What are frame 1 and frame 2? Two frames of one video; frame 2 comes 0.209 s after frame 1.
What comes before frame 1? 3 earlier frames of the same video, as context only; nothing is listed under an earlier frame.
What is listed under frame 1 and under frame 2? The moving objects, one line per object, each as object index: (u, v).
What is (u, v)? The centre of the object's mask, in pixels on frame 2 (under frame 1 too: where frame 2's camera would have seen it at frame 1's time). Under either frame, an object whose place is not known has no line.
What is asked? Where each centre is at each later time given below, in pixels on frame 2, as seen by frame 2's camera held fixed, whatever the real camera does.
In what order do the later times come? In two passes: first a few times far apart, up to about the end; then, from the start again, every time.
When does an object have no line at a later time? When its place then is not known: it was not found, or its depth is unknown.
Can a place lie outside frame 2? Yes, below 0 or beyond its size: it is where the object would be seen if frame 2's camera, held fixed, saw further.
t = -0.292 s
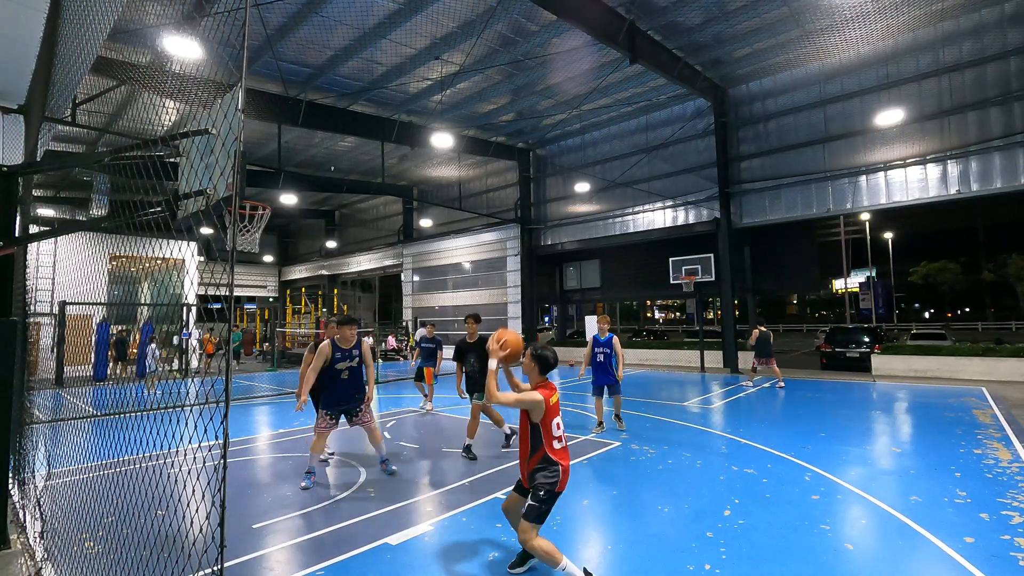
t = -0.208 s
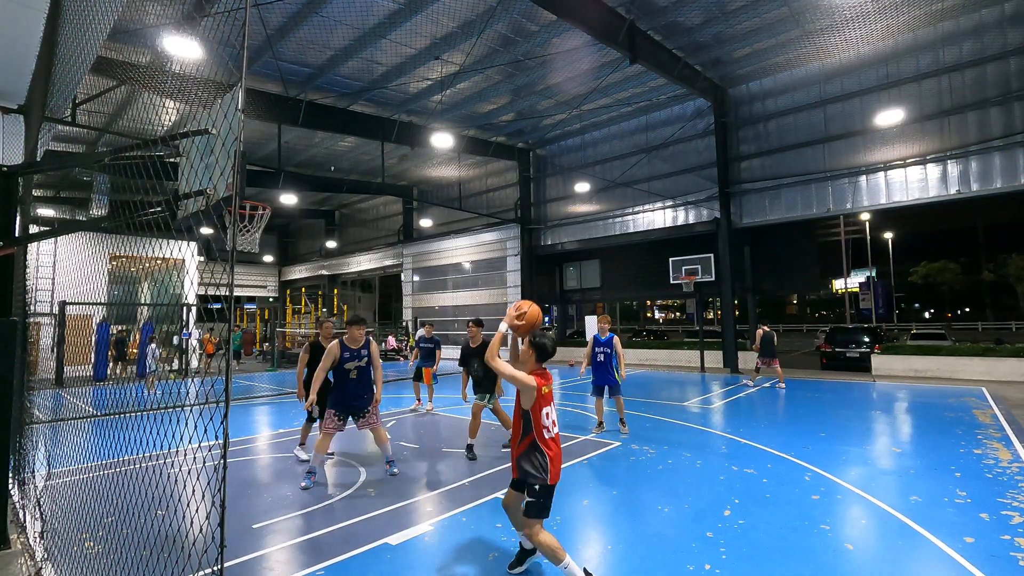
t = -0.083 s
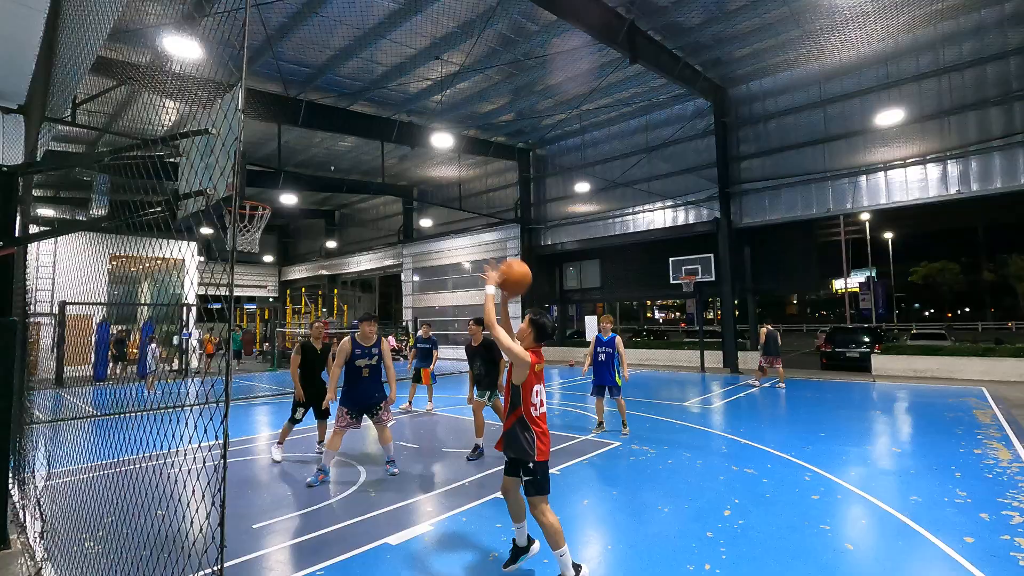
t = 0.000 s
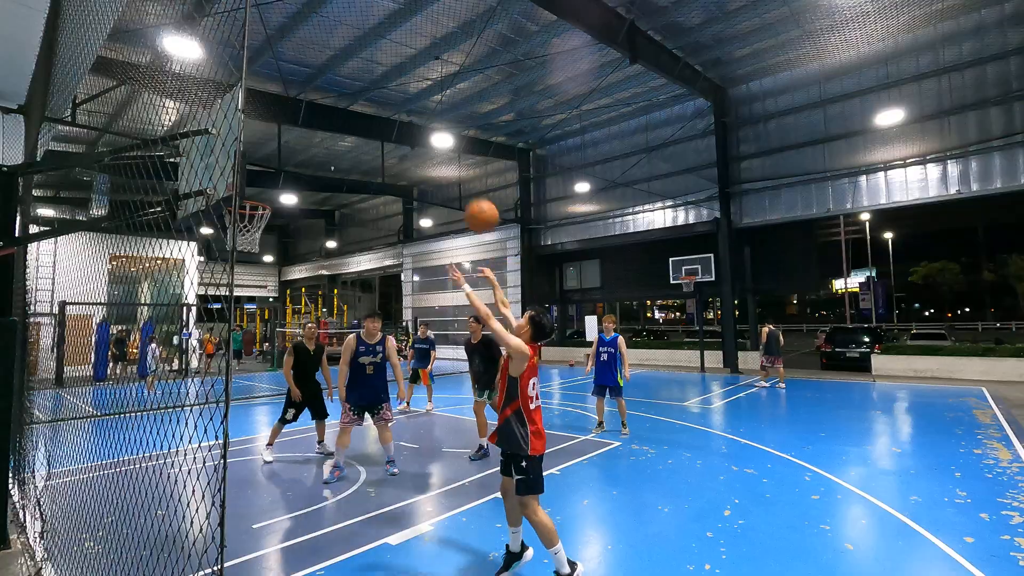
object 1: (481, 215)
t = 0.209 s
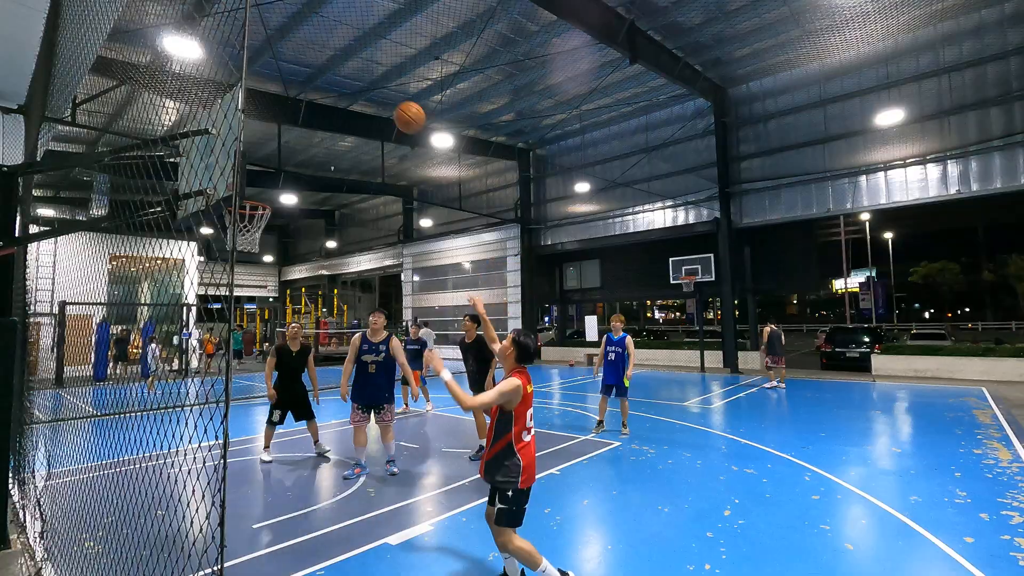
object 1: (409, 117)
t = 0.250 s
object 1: (397, 106)
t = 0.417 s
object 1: (352, 84)
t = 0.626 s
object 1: (304, 97)
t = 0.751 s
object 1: (279, 123)
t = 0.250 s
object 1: (397, 106)
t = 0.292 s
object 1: (385, 97)
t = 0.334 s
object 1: (374, 91)
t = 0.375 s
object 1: (363, 86)
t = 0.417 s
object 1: (352, 84)
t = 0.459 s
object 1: (342, 83)
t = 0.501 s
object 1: (332, 84)
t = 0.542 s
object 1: (322, 87)
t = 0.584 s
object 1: (313, 91)
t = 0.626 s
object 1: (304, 97)
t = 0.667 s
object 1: (295, 105)
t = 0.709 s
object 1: (287, 114)
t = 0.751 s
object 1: (279, 123)
